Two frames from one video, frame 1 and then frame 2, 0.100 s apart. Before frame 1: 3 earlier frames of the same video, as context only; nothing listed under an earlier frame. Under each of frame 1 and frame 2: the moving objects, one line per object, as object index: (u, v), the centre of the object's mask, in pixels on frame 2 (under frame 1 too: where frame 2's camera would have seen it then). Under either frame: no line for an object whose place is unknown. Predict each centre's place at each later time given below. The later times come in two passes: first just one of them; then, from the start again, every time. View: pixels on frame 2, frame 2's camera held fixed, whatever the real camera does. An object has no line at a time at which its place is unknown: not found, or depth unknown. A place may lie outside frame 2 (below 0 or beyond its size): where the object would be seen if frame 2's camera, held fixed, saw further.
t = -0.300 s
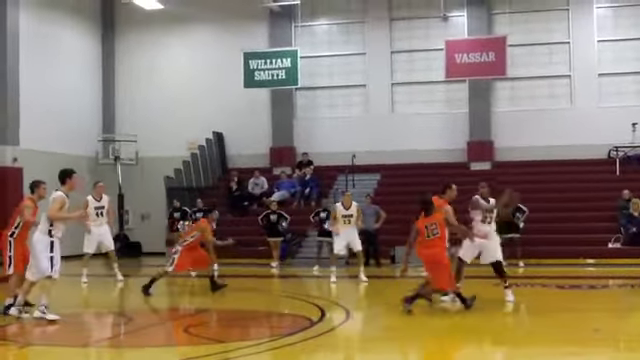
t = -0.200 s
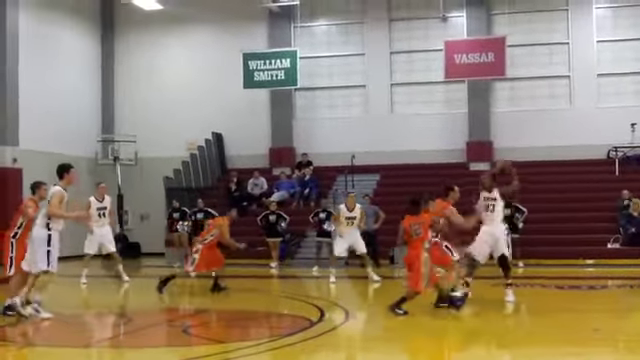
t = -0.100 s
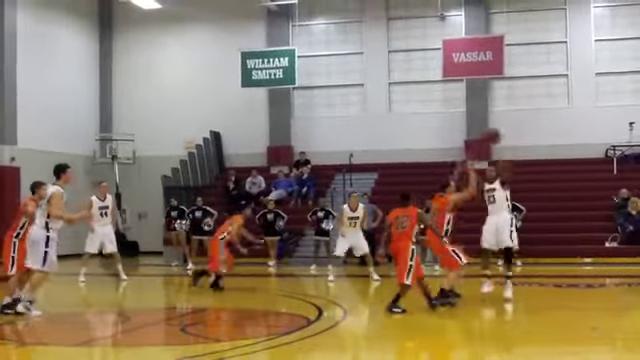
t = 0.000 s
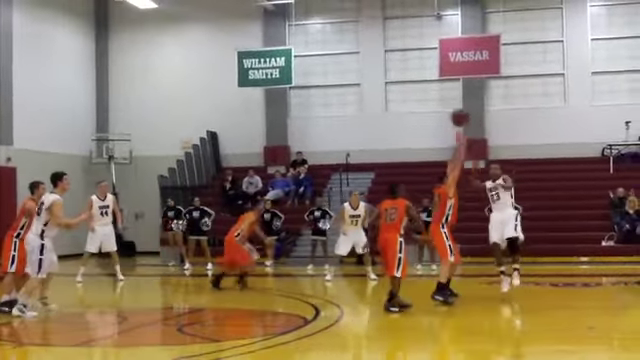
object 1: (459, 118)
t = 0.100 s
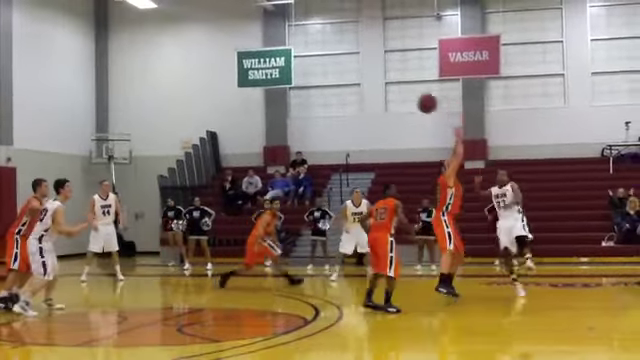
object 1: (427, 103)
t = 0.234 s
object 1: (375, 94)
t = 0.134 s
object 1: (415, 100)
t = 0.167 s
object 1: (402, 97)
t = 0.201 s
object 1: (389, 95)
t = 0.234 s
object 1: (375, 94)
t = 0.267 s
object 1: (359, 93)
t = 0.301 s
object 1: (343, 94)
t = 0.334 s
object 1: (327, 95)
